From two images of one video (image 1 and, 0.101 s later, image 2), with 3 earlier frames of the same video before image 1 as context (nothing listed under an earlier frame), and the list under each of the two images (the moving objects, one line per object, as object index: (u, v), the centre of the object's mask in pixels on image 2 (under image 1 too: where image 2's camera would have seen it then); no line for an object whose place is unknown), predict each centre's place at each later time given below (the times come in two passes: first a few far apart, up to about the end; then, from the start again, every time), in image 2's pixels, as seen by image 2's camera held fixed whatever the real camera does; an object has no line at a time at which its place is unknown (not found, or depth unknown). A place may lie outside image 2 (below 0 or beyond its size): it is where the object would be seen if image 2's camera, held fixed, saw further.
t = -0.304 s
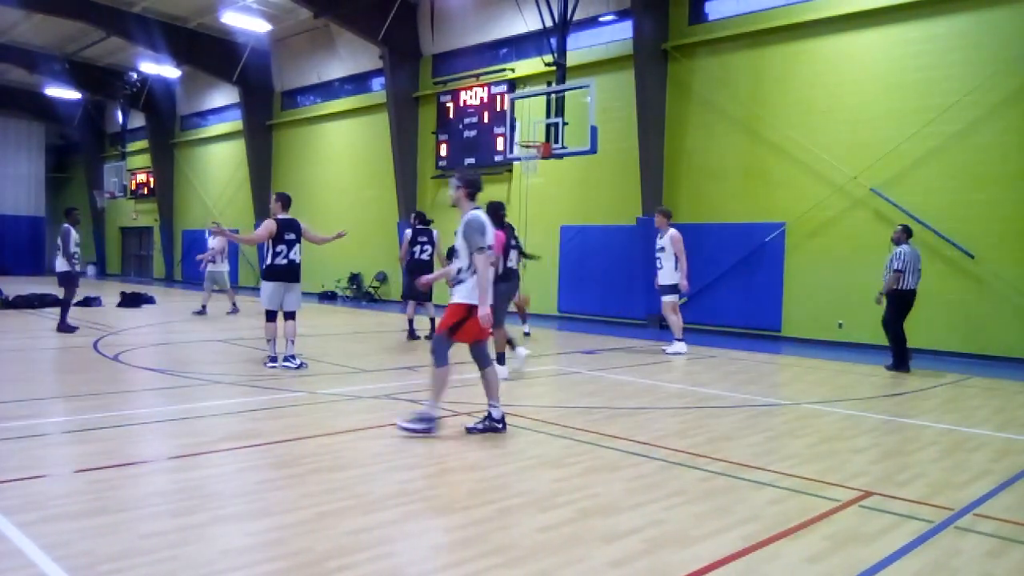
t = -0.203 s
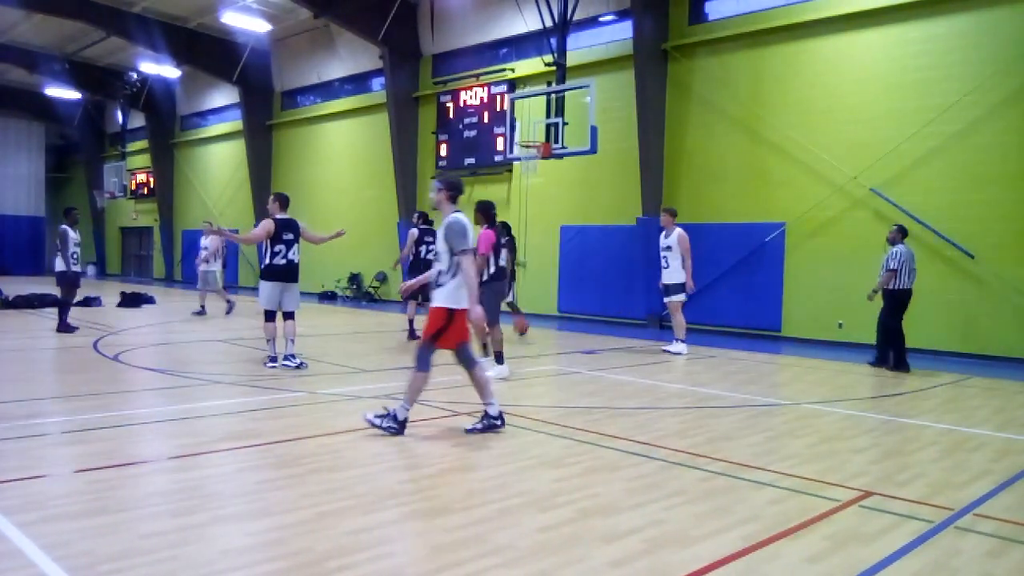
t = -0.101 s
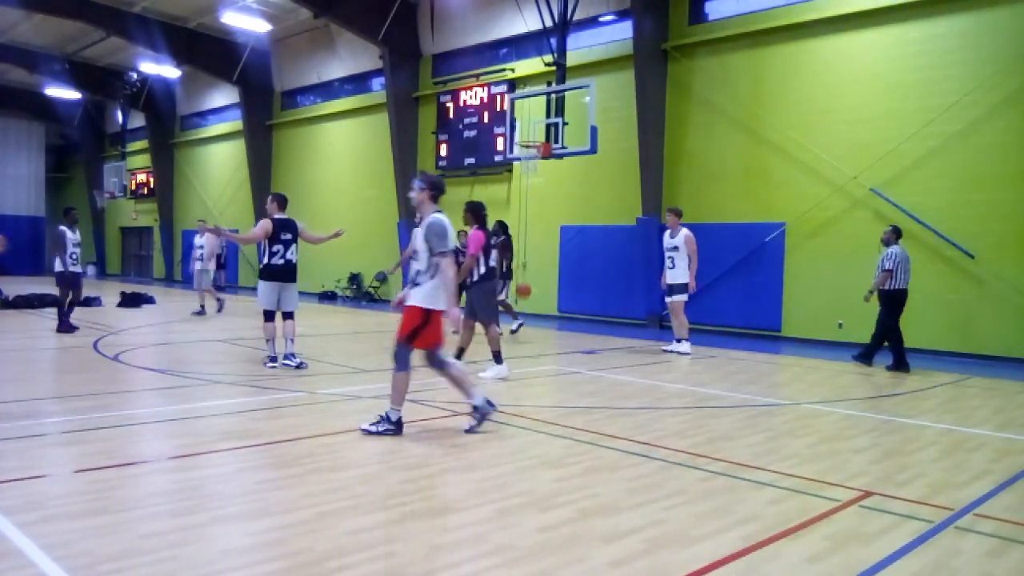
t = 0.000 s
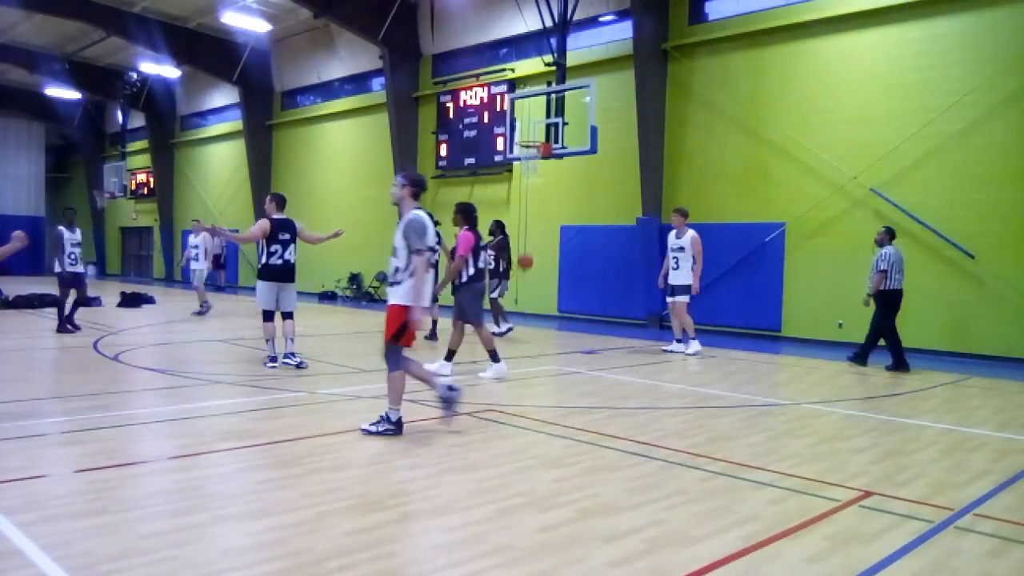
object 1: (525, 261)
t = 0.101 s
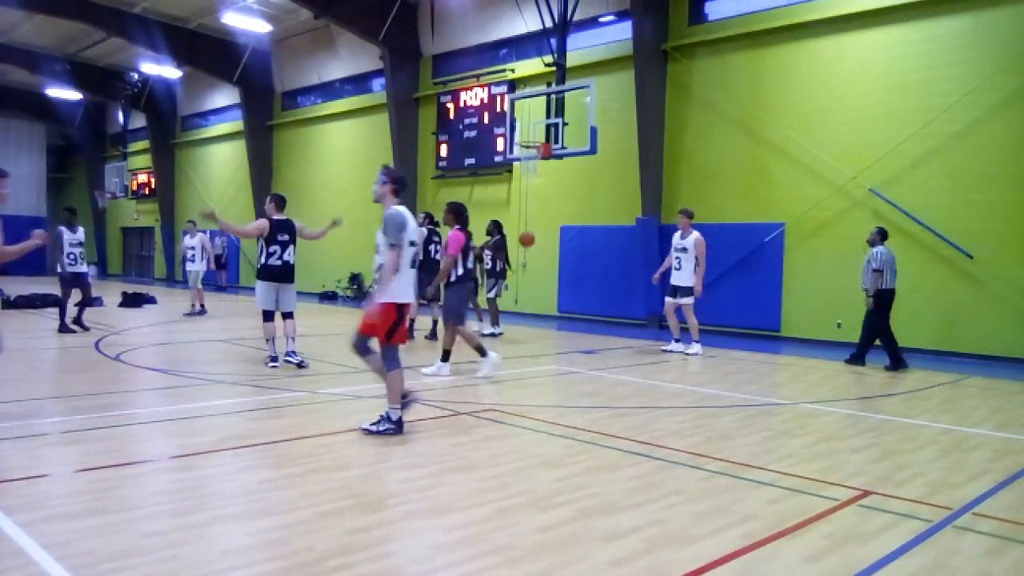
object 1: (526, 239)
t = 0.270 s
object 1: (528, 217)
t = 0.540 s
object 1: (532, 221)
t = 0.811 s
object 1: (533, 276)
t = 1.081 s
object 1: (535, 317)
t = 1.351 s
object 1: (537, 270)
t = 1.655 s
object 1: (538, 278)
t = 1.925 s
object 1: (538, 341)
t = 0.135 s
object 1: (526, 233)
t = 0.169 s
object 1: (527, 228)
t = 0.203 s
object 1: (527, 223)
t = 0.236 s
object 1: (527, 219)
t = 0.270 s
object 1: (528, 217)
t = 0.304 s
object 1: (529, 214)
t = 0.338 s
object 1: (529, 213)
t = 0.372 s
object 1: (531, 212)
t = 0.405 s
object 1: (531, 212)
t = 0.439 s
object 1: (532, 213)
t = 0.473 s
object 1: (532, 216)
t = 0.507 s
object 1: (532, 218)
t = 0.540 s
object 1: (532, 221)
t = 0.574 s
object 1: (532, 225)
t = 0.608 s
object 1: (532, 230)
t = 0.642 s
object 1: (532, 235)
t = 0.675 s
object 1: (533, 242)
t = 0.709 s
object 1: (533, 249)
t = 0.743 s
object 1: (533, 257)
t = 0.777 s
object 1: (533, 266)
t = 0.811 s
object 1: (533, 276)
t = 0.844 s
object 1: (533, 287)
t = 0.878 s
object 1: (533, 298)
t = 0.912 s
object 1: (533, 310)
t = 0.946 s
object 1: (533, 322)
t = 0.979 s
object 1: (533, 337)
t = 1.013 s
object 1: (533, 335)
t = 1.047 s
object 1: (534, 324)
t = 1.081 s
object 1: (535, 317)
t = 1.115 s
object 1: (535, 307)
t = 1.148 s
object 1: (536, 299)
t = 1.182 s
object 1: (536, 293)
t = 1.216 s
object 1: (537, 286)
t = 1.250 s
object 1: (537, 281)
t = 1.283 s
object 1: (537, 277)
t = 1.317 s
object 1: (537, 273)
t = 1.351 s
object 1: (537, 270)
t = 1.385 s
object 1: (537, 268)
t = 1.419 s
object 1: (538, 266)
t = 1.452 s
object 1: (538, 266)
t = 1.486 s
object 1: (538, 266)
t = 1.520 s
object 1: (538, 266)
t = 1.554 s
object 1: (538, 268)
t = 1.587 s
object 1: (538, 271)
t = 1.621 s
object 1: (539, 274)
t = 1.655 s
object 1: (538, 278)
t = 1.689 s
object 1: (538, 283)
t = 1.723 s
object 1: (539, 289)
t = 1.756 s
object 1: (538, 296)
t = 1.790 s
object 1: (538, 303)
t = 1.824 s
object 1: (538, 312)
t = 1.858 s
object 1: (538, 321)
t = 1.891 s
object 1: (538, 330)
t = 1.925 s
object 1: (538, 341)
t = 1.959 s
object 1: (538, 338)
